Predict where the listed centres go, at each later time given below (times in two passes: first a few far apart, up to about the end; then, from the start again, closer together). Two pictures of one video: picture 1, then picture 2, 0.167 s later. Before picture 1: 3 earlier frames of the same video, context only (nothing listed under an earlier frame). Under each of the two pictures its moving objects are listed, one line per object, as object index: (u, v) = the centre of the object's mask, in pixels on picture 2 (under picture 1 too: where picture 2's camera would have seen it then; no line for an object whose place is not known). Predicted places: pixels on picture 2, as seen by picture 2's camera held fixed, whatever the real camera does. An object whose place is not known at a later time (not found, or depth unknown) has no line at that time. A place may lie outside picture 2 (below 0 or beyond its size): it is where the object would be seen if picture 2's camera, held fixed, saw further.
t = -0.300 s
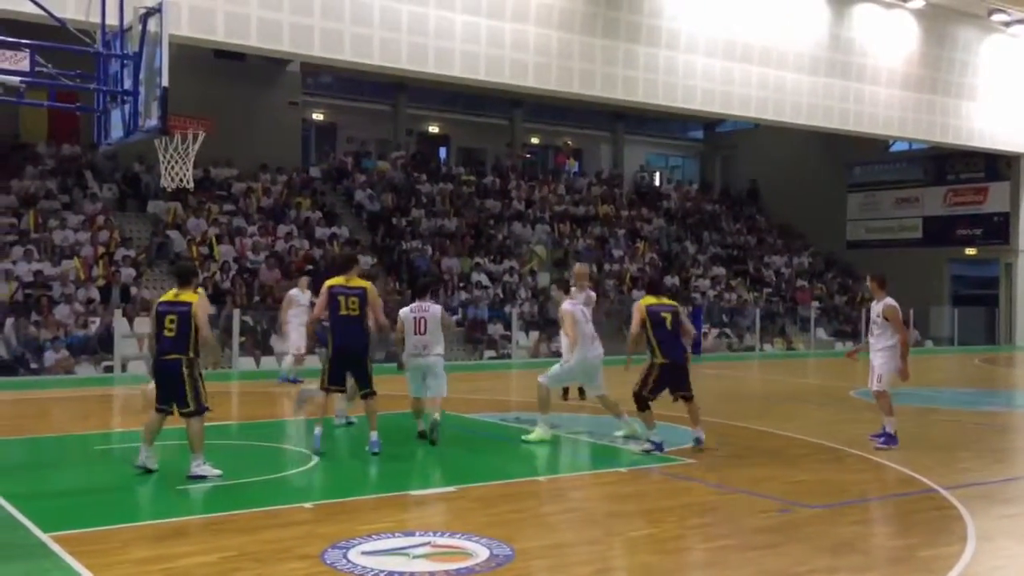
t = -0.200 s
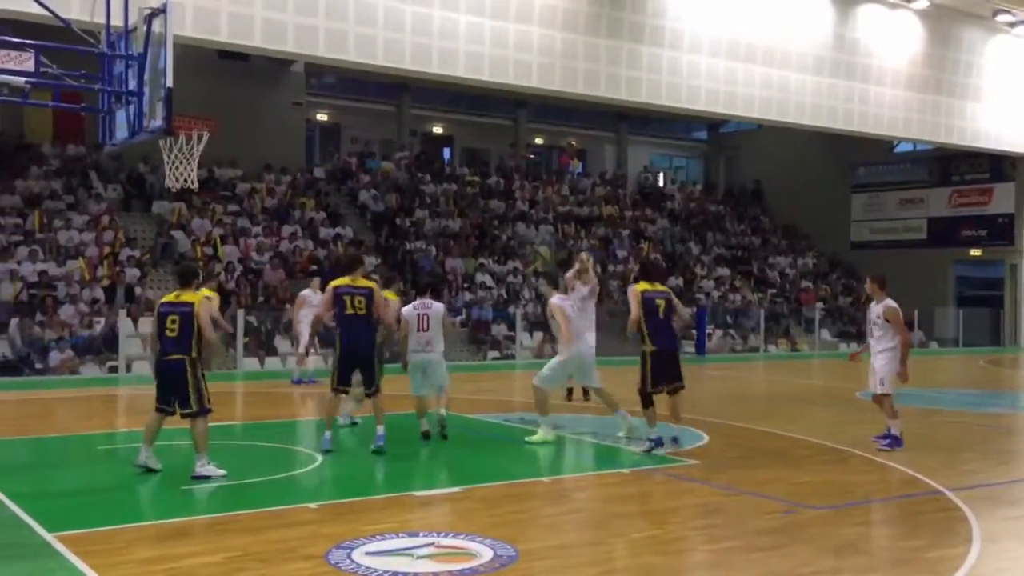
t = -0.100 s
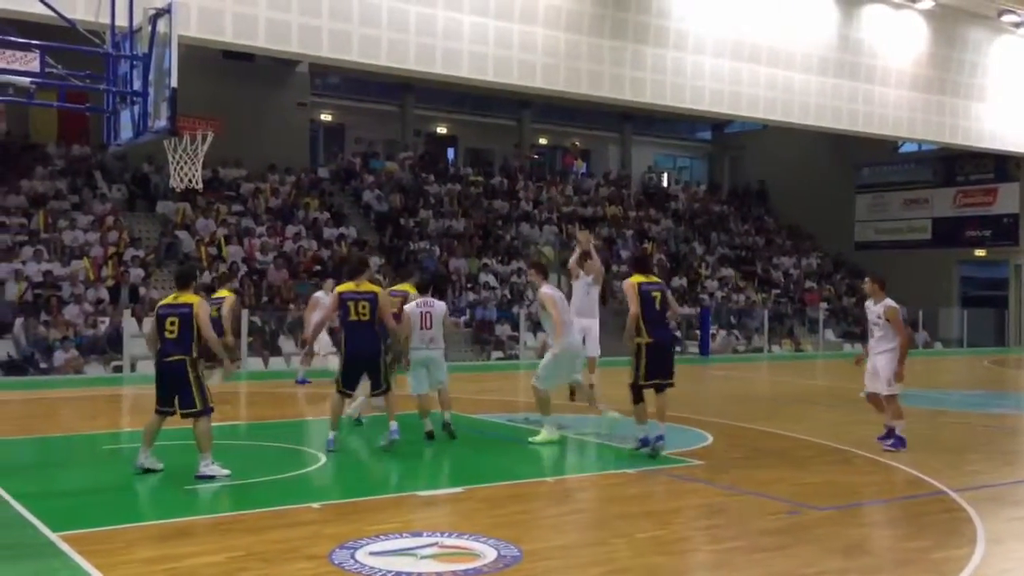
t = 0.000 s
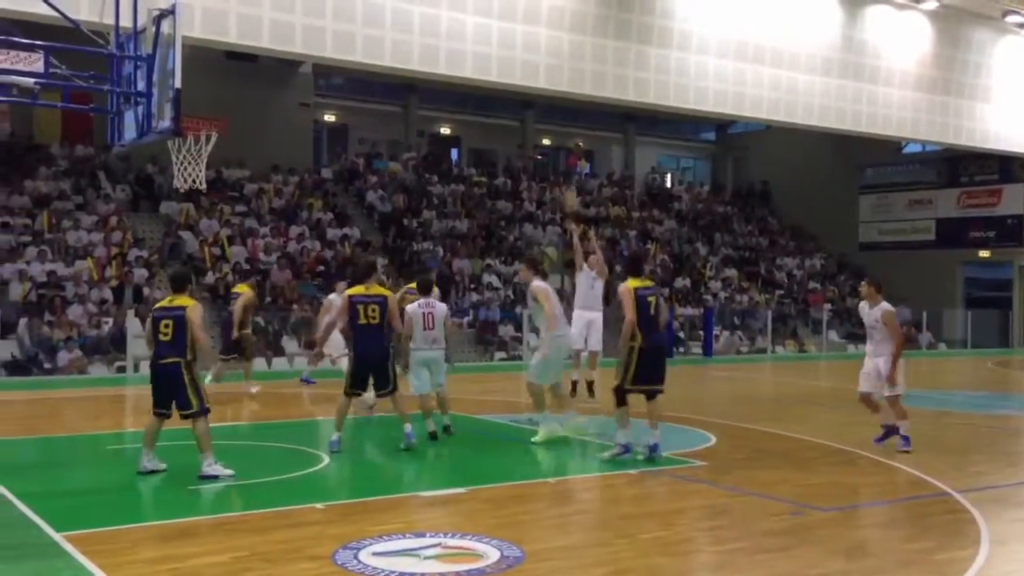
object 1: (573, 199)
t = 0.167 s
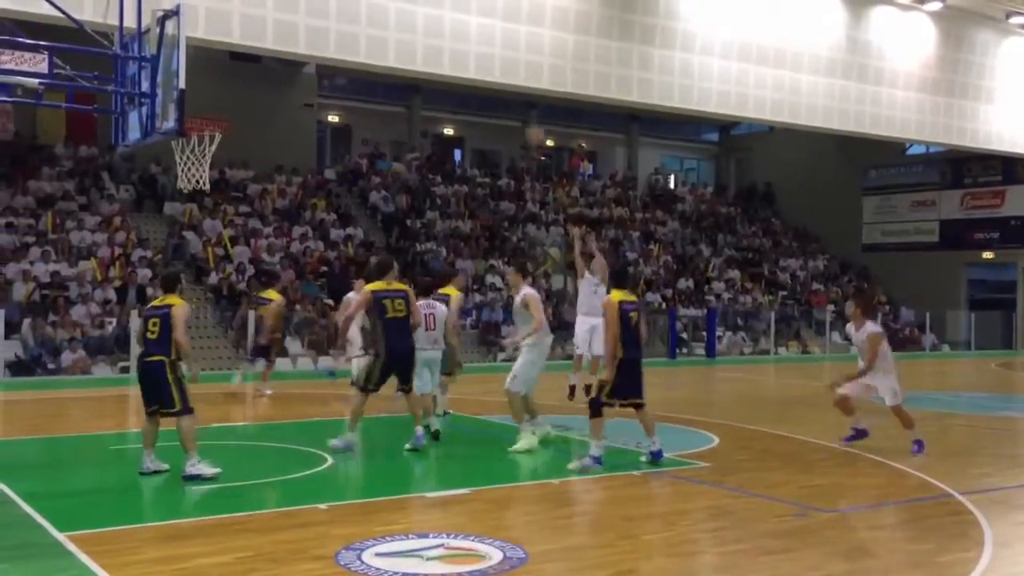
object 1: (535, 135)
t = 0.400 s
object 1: (477, 66)
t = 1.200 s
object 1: (186, 151)
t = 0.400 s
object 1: (477, 66)
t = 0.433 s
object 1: (467, 59)
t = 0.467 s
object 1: (458, 52)
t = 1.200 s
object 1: (186, 151)
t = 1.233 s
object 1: (192, 172)
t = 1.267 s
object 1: (187, 181)
